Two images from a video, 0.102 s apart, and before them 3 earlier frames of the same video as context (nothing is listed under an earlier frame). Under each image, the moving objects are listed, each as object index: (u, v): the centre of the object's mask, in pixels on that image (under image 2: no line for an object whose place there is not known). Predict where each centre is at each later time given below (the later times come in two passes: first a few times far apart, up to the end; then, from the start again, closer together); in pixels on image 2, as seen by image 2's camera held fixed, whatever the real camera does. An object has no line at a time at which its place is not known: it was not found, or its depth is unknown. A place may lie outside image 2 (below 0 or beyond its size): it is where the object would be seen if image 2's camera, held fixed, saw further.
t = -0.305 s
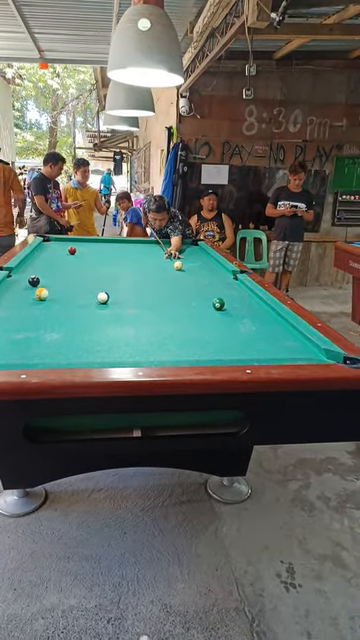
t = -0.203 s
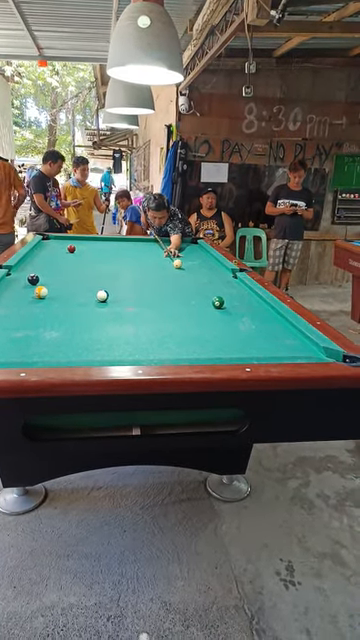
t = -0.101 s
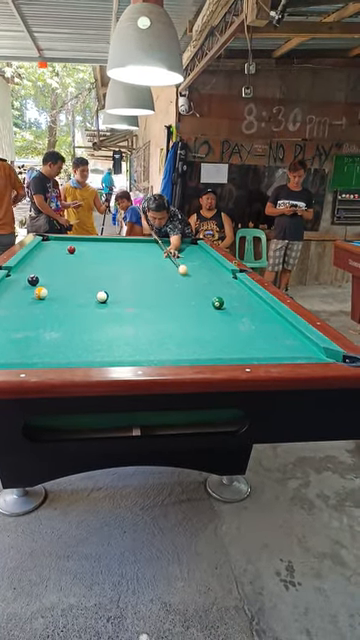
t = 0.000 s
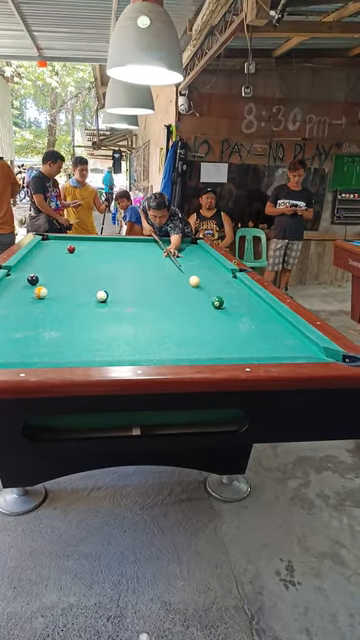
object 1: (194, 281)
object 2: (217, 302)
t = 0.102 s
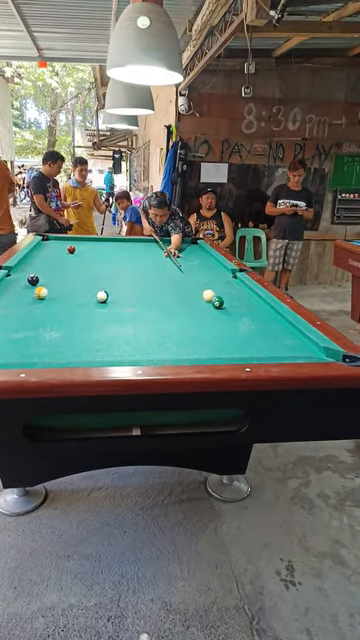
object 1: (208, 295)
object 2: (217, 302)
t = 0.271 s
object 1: (199, 302)
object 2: (262, 329)
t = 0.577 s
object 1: (184, 319)
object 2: (290, 348)
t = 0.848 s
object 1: (171, 338)
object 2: (240, 350)
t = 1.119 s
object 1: (150, 353)
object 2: (184, 352)
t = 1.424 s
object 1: (117, 341)
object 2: (121, 354)
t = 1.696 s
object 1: (92, 331)
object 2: (66, 356)
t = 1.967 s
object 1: (70, 321)
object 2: (14, 357)
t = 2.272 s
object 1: (49, 312)
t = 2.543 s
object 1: (33, 305)
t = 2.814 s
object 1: (23, 298)
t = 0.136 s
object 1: (210, 298)
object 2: (221, 304)
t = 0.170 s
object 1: (206, 299)
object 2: (230, 309)
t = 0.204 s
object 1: (204, 300)
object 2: (241, 316)
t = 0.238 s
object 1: (201, 301)
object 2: (251, 322)
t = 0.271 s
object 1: (199, 302)
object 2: (262, 329)
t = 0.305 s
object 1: (196, 303)
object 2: (273, 335)
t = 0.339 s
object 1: (195, 304)
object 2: (285, 343)
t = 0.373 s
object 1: (194, 306)
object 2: (296, 348)
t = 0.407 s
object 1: (192, 308)
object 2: (309, 352)
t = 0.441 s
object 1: (190, 310)
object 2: (314, 350)
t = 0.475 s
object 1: (189, 312)
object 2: (313, 348)
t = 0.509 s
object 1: (188, 315)
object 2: (304, 348)
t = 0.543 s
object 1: (186, 316)
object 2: (297, 349)
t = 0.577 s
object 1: (184, 319)
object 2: (290, 348)
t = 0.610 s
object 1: (183, 321)
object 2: (283, 349)
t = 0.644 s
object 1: (181, 323)
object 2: (277, 349)
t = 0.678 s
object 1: (179, 326)
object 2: (270, 349)
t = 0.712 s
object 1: (178, 328)
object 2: (263, 349)
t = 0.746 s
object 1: (176, 331)
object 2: (256, 350)
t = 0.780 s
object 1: (174, 334)
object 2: (250, 350)
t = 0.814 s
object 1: (173, 335)
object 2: (246, 350)
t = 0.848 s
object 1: (171, 338)
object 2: (240, 350)
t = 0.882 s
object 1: (169, 340)
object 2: (233, 351)
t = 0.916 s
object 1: (167, 343)
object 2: (226, 350)
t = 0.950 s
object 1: (165, 347)
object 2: (219, 351)
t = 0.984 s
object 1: (163, 349)
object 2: (213, 351)
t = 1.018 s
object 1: (161, 351)
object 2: (206, 351)
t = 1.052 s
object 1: (158, 353)
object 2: (199, 351)
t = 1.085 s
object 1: (154, 353)
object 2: (192, 352)
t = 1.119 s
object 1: (150, 353)
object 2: (184, 352)
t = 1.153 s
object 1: (146, 352)
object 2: (177, 352)
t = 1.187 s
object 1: (142, 351)
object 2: (170, 353)
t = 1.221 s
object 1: (138, 350)
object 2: (164, 352)
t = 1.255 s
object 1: (135, 348)
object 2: (158, 353)
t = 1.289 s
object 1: (131, 346)
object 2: (150, 353)
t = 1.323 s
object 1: (127, 345)
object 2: (143, 354)
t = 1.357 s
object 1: (124, 344)
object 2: (135, 354)
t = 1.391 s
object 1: (120, 342)
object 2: (129, 354)
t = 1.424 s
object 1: (117, 341)
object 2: (121, 354)
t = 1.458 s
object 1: (113, 339)
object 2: (115, 354)
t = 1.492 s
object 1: (110, 338)
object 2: (109, 353)
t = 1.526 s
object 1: (107, 337)
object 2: (101, 355)
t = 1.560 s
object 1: (104, 335)
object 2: (94, 354)
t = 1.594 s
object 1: (101, 334)
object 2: (87, 355)
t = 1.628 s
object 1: (98, 333)
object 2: (79, 356)
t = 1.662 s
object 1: (95, 332)
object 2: (73, 356)
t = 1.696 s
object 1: (92, 331)
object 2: (66, 356)
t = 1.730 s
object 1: (89, 329)
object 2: (59, 356)
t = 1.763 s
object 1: (86, 327)
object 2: (52, 356)
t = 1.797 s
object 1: (83, 327)
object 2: (45, 356)
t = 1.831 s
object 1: (81, 325)
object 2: (38, 356)
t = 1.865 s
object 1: (78, 324)
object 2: (31, 356)
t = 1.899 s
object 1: (76, 323)
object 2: (24, 357)
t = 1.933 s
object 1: (73, 322)
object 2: (18, 357)
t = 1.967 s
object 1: (70, 321)
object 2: (14, 357)
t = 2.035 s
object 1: (65, 319)
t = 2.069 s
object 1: (63, 318)
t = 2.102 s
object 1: (61, 317)
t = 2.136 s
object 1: (58, 316)
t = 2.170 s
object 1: (56, 315)
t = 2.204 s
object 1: (54, 314)
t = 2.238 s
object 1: (51, 313)
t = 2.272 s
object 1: (49, 312)
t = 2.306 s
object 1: (46, 311)
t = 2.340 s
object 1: (44, 311)
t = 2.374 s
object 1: (42, 310)
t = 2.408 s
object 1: (40, 309)
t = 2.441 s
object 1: (37, 308)
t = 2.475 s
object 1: (36, 307)
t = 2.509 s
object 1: (35, 306)
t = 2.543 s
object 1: (33, 305)
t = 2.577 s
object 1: (33, 304)
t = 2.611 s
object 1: (30, 303)
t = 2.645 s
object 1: (29, 302)
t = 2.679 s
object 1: (28, 301)
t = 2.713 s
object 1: (27, 300)
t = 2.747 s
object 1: (26, 300)
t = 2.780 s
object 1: (25, 299)
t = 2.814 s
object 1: (23, 298)
